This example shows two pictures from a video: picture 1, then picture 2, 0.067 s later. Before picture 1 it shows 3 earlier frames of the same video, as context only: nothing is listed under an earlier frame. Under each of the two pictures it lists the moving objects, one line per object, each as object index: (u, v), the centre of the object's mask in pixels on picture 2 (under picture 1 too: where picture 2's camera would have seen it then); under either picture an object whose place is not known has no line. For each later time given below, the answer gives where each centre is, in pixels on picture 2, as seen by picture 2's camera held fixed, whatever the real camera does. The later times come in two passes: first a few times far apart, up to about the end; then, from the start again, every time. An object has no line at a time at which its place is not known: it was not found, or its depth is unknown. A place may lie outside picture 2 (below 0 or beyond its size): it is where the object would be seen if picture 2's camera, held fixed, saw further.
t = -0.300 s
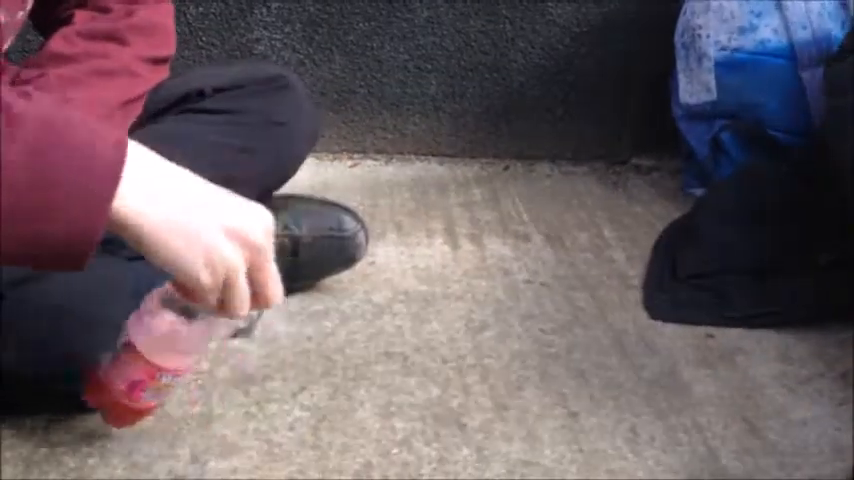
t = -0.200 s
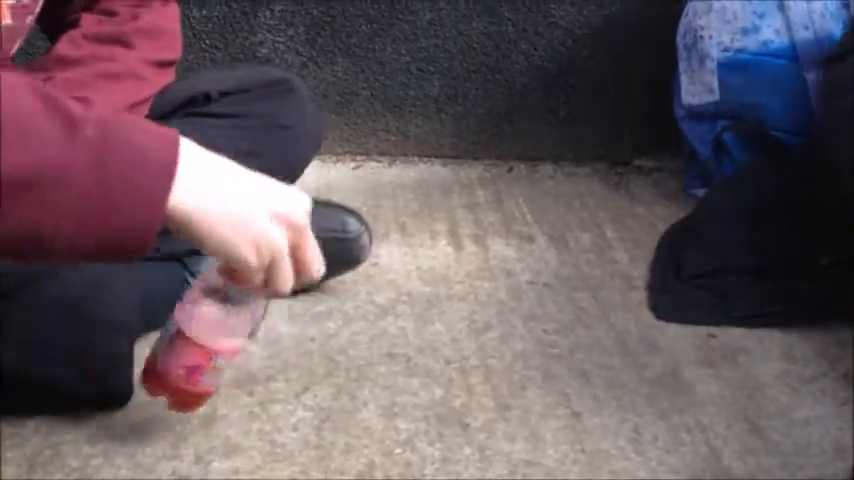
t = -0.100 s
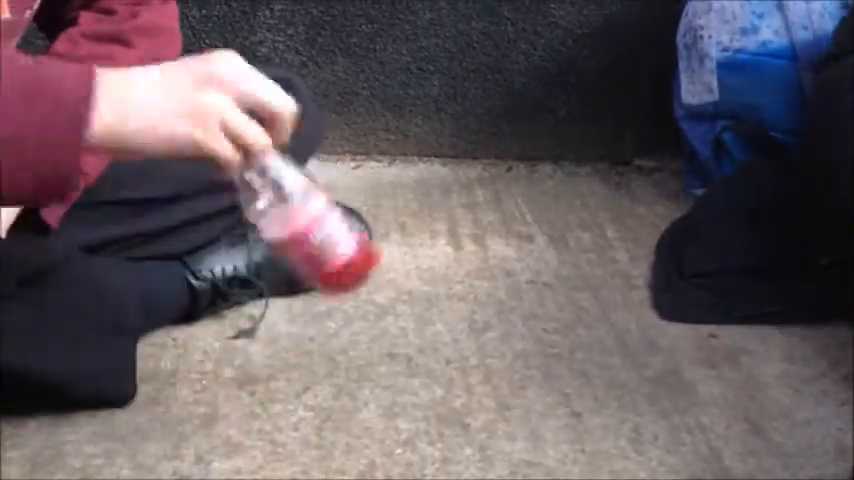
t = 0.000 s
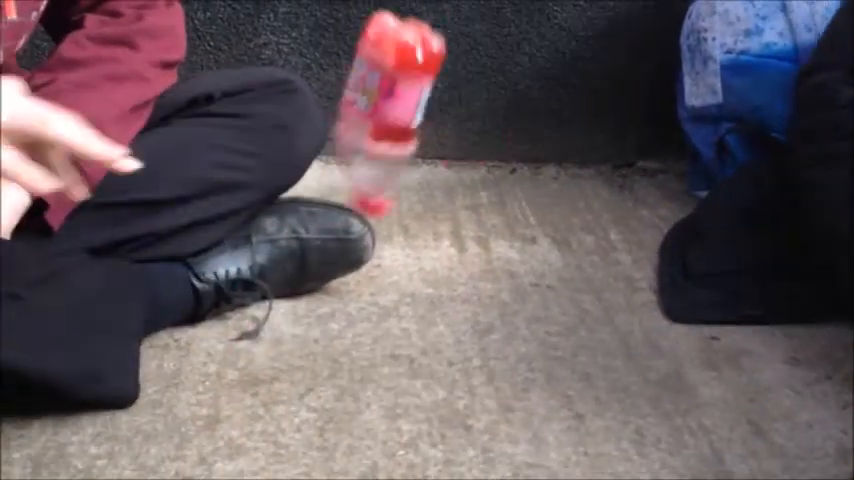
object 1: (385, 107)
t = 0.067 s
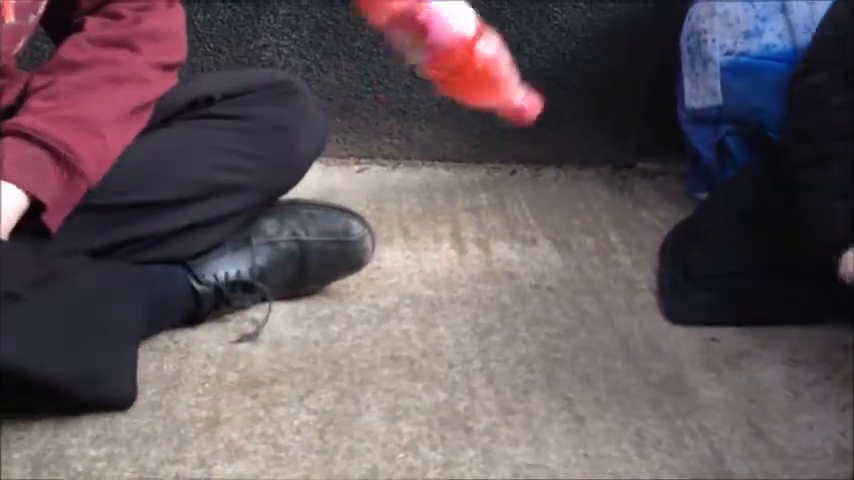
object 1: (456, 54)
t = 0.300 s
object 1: (556, 259)
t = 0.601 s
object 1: (492, 401)
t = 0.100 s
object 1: (481, 35)
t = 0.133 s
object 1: (492, 30)
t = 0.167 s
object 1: (501, 40)
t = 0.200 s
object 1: (520, 72)
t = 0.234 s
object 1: (537, 119)
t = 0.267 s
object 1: (549, 182)
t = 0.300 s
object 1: (556, 259)
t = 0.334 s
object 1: (561, 344)
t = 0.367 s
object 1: (559, 357)
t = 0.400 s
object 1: (557, 359)
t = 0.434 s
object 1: (549, 359)
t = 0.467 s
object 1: (540, 362)
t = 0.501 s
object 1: (526, 367)
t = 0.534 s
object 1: (511, 379)
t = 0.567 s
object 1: (494, 400)
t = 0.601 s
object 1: (492, 401)
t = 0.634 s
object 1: (488, 401)
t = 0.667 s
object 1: (487, 402)
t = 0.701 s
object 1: (487, 402)
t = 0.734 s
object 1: (488, 403)
